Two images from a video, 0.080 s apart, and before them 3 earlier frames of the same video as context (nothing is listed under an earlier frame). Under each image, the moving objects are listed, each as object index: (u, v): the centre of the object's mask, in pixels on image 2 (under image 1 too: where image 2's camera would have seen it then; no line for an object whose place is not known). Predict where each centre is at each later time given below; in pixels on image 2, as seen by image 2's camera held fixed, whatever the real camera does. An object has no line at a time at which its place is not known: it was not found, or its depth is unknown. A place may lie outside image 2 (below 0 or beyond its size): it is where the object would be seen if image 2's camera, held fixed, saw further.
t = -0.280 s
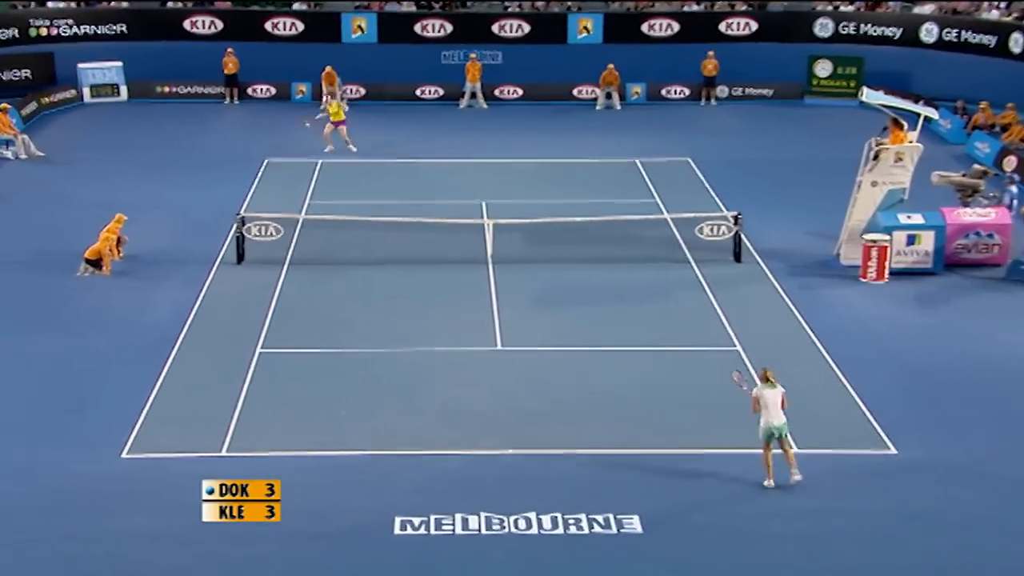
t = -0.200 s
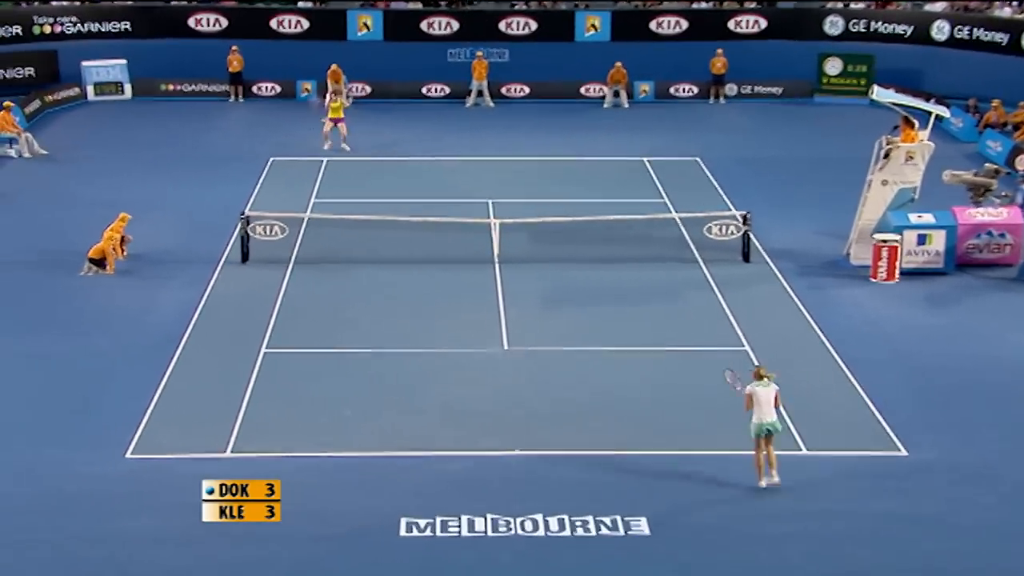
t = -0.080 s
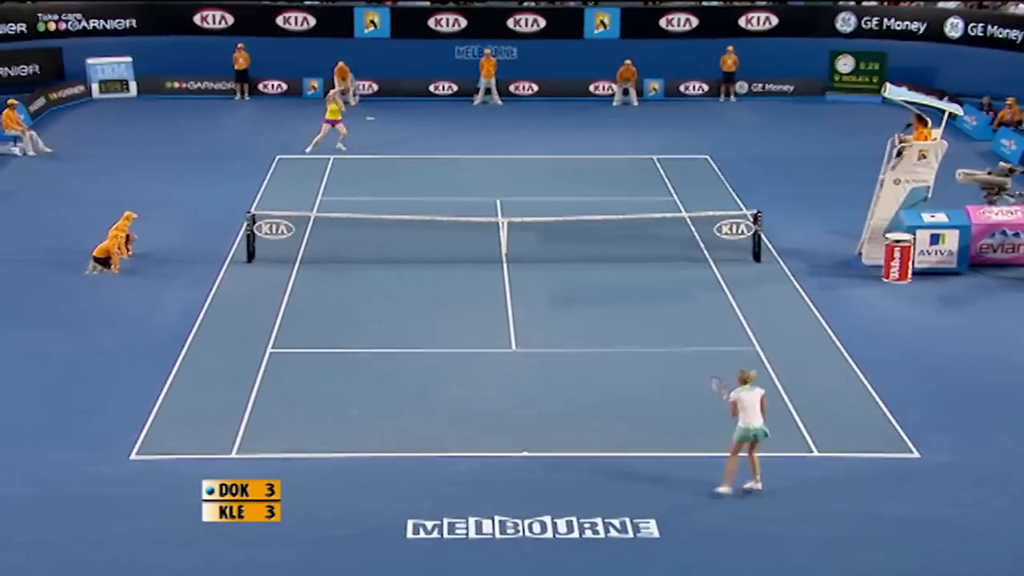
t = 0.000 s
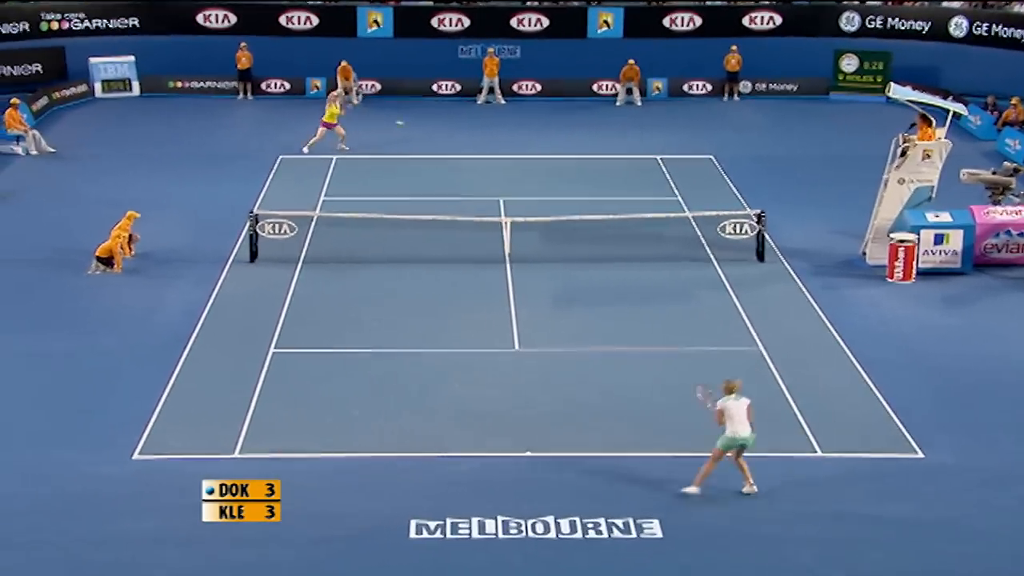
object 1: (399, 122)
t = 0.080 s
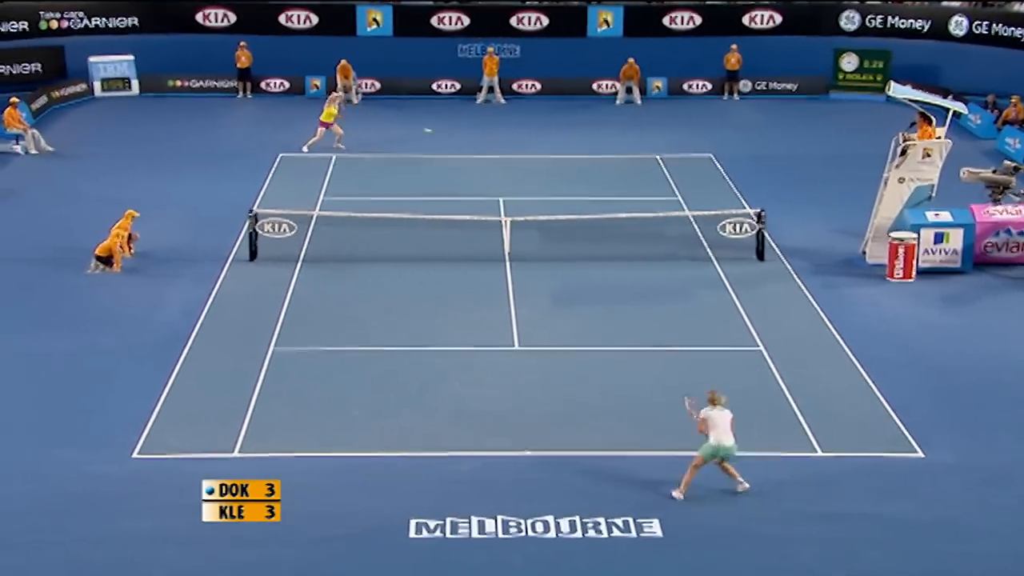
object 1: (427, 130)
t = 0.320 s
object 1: (520, 181)
